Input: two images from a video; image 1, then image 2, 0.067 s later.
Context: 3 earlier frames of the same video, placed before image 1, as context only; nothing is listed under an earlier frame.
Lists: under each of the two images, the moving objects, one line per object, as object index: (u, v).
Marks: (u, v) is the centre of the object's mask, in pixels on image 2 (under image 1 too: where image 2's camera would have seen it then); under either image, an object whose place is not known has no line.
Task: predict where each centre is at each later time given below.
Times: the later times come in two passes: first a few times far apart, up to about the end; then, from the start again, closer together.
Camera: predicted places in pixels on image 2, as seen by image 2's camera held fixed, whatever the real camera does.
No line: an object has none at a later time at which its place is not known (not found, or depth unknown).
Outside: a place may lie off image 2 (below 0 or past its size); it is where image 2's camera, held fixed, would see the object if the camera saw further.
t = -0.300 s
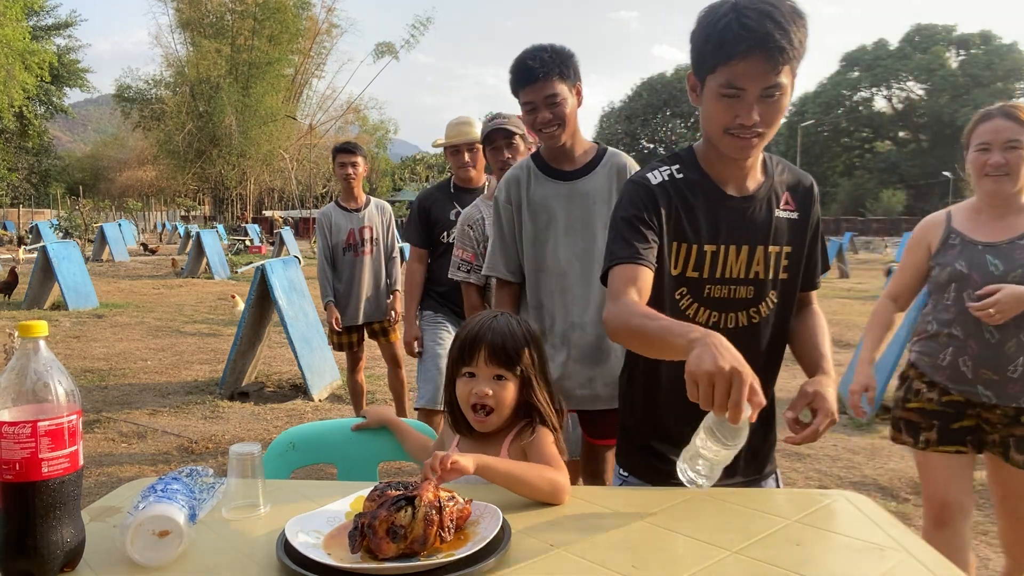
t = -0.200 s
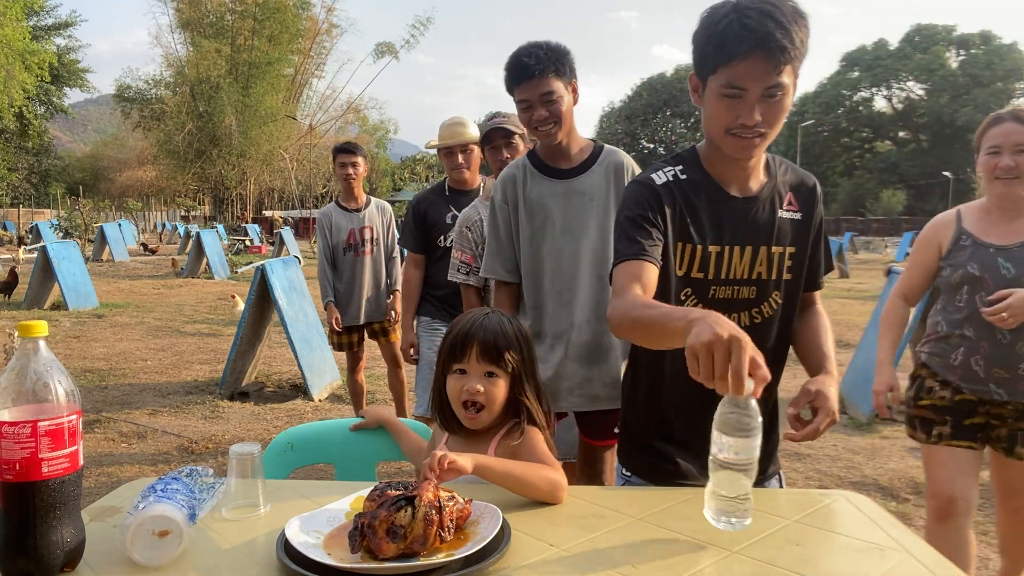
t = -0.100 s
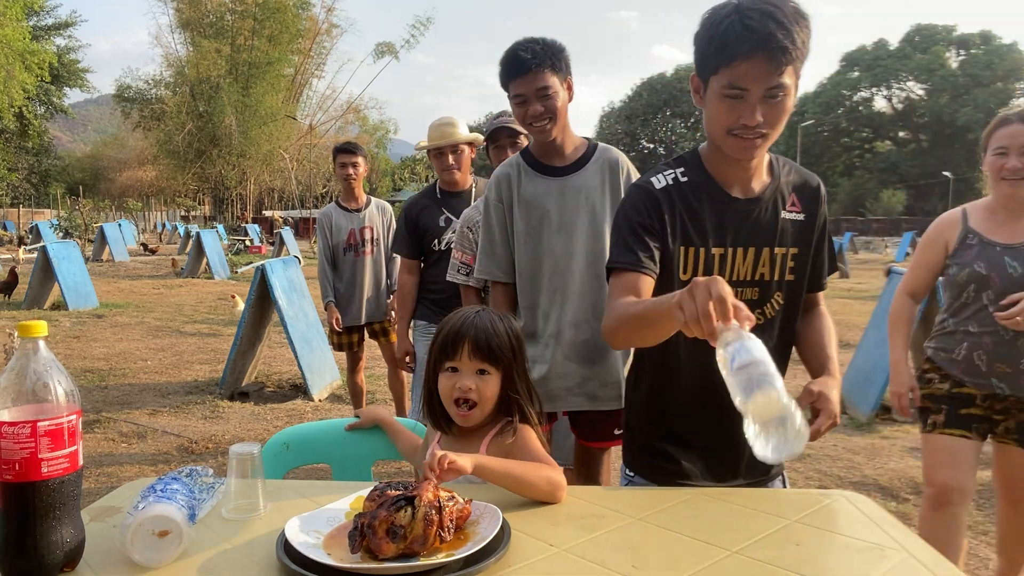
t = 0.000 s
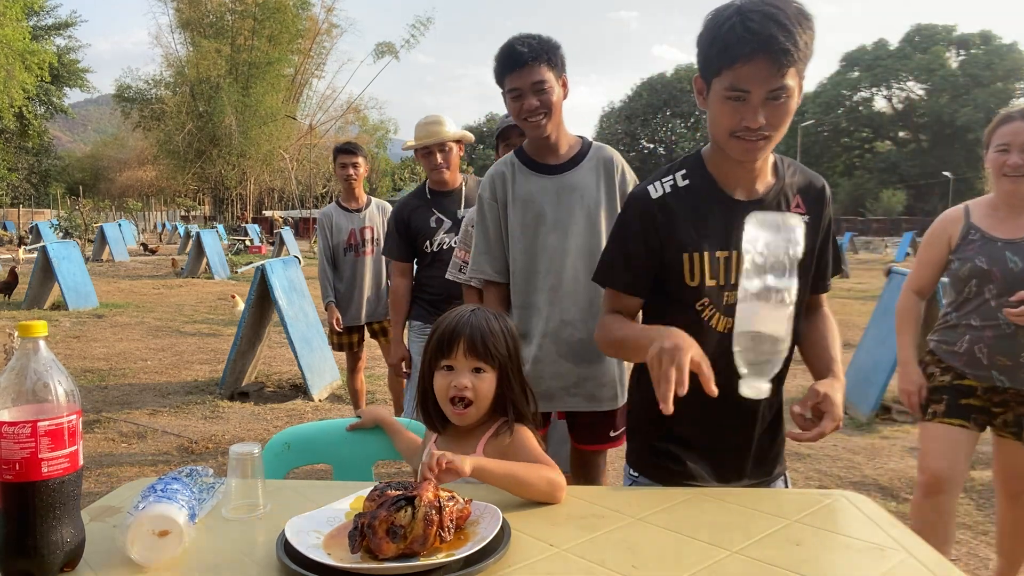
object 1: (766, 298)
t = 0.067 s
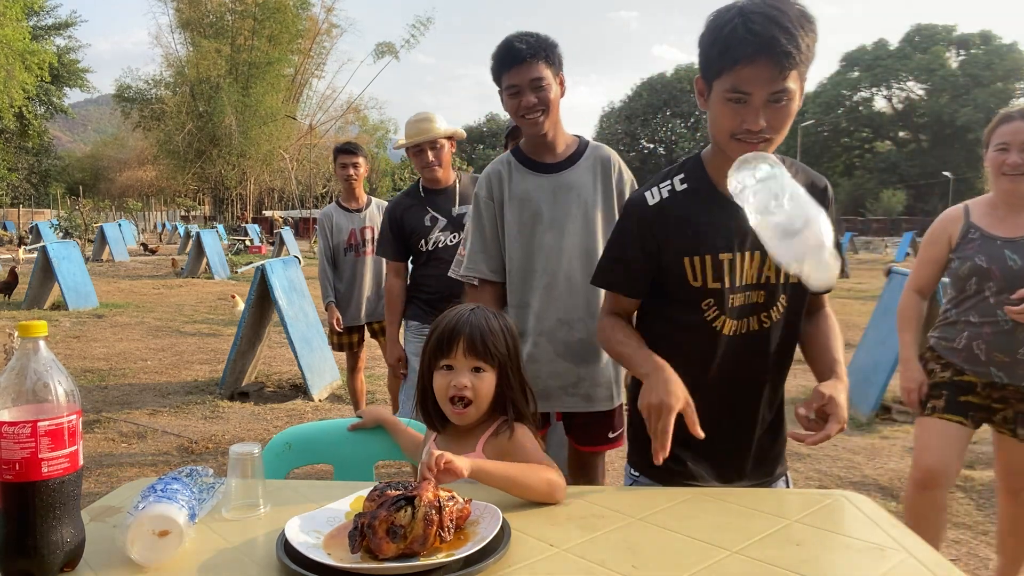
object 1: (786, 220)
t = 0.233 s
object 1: (755, 176)
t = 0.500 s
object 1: (705, 541)
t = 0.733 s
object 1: (676, 542)
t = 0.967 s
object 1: (649, 544)
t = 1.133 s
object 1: (624, 544)
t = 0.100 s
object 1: (787, 172)
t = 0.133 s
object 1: (781, 144)
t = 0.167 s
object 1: (773, 139)
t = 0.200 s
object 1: (764, 151)
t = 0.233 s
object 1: (755, 176)
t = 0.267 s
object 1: (747, 211)
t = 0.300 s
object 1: (741, 254)
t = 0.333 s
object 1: (735, 307)
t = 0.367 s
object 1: (729, 368)
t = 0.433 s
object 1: (718, 507)
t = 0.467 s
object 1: (707, 551)
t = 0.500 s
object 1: (705, 541)
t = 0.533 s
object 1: (701, 532)
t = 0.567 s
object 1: (695, 528)
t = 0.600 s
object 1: (690, 532)
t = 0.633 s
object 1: (686, 541)
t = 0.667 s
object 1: (682, 542)
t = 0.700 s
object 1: (678, 543)
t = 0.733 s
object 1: (676, 542)
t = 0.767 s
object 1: (674, 543)
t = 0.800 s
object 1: (670, 543)
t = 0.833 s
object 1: (666, 543)
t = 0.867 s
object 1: (661, 544)
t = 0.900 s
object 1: (657, 543)
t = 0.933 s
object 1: (653, 544)
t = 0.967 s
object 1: (649, 544)
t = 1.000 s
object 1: (644, 544)
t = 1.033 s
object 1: (640, 544)
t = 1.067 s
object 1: (635, 544)
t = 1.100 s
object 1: (630, 544)
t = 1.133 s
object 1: (624, 544)
